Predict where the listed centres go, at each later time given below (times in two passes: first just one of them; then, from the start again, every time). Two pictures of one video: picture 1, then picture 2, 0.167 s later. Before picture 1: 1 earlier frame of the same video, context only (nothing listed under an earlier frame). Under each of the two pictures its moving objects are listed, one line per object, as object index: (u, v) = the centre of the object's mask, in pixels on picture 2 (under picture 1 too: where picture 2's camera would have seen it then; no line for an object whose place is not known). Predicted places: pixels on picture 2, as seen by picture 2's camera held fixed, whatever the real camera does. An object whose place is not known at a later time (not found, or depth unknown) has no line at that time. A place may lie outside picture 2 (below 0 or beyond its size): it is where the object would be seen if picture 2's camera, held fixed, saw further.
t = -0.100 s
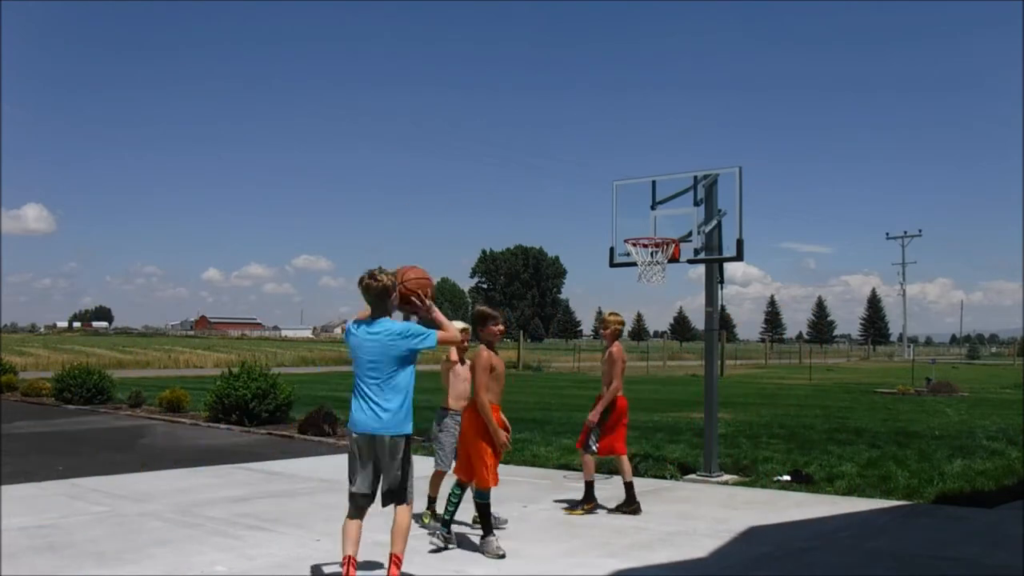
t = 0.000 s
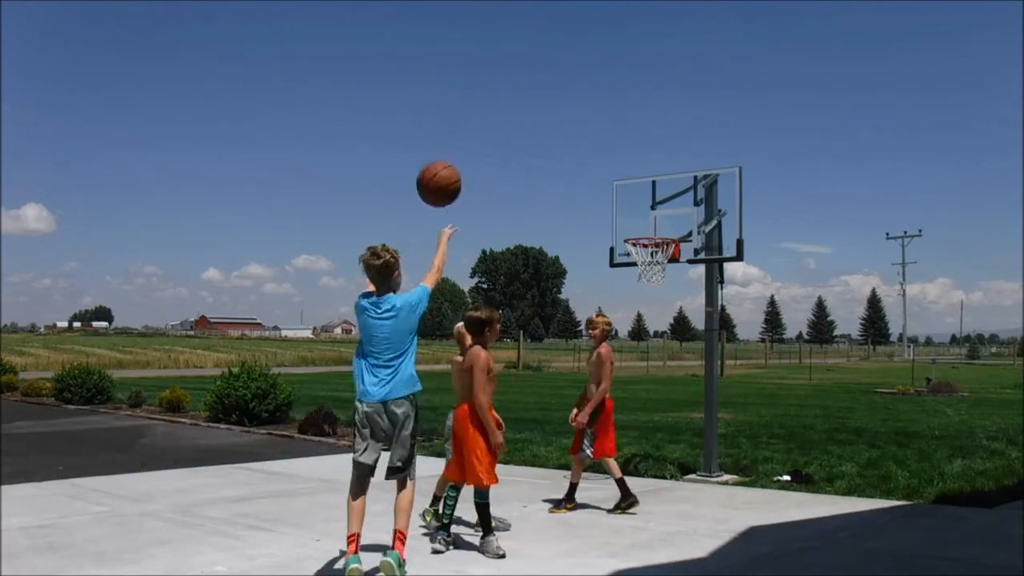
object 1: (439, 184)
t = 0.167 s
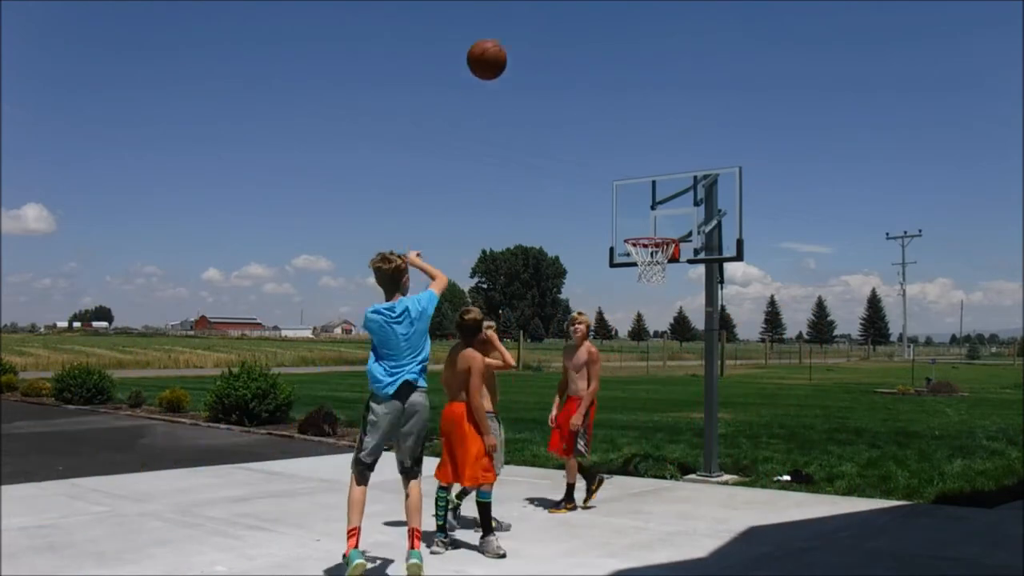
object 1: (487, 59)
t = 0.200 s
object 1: (495, 43)
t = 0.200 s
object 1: (495, 43)
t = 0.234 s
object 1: (503, 29)
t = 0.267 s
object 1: (510, 18)
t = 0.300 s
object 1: (518, 12)
